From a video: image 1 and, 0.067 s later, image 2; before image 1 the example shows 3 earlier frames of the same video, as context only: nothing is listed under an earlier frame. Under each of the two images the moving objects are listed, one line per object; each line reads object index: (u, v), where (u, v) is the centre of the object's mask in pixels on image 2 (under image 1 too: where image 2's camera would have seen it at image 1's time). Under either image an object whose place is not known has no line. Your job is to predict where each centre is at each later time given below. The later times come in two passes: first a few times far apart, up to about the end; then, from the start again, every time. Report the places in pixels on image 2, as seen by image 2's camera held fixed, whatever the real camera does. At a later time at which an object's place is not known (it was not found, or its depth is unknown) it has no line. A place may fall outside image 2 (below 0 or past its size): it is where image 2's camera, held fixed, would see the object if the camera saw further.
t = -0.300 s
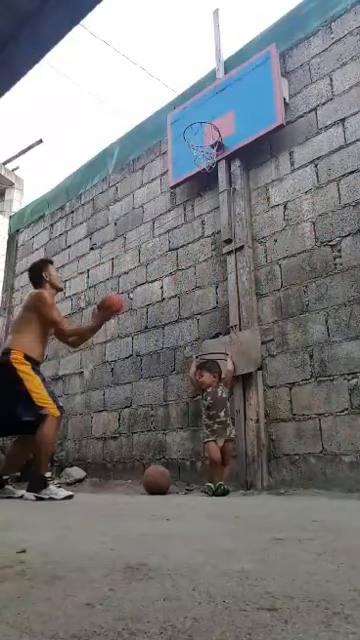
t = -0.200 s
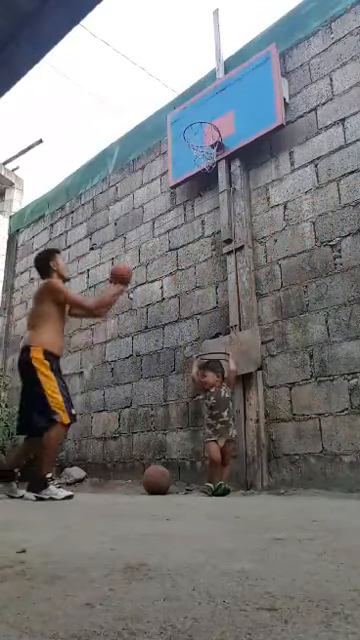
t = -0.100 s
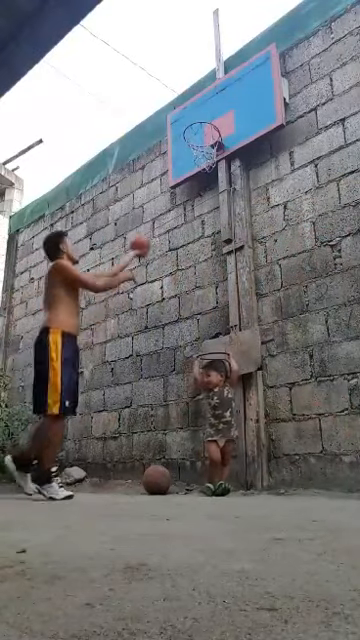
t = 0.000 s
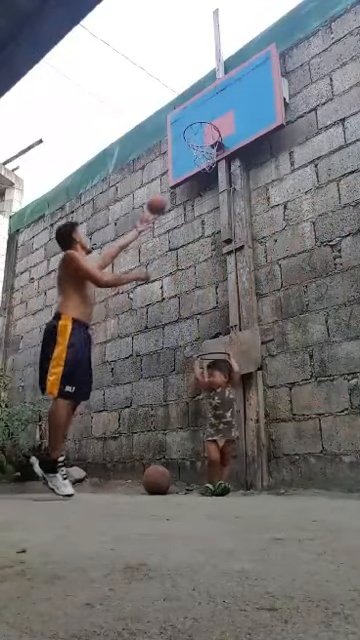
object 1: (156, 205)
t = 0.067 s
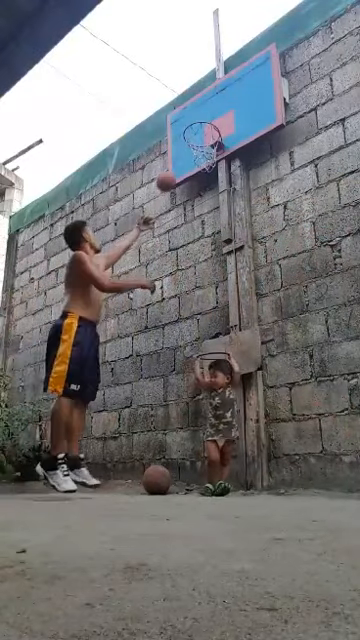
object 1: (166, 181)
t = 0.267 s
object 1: (188, 141)
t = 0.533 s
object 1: (196, 125)
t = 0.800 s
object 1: (199, 176)
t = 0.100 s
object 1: (169, 170)
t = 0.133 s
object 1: (174, 163)
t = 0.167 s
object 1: (178, 156)
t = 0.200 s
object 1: (182, 150)
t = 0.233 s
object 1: (183, 147)
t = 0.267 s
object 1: (188, 141)
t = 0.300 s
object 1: (194, 135)
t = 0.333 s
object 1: (197, 134)
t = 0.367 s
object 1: (196, 129)
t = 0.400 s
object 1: (196, 125)
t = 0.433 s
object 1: (196, 124)
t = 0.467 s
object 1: (196, 124)
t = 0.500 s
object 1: (196, 124)
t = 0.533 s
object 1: (196, 125)
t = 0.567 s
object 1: (196, 129)
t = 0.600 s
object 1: (196, 132)
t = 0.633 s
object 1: (196, 136)
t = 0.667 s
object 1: (196, 143)
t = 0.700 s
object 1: (197, 149)
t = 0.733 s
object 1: (197, 157)
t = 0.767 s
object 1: (198, 166)
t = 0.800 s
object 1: (199, 176)
